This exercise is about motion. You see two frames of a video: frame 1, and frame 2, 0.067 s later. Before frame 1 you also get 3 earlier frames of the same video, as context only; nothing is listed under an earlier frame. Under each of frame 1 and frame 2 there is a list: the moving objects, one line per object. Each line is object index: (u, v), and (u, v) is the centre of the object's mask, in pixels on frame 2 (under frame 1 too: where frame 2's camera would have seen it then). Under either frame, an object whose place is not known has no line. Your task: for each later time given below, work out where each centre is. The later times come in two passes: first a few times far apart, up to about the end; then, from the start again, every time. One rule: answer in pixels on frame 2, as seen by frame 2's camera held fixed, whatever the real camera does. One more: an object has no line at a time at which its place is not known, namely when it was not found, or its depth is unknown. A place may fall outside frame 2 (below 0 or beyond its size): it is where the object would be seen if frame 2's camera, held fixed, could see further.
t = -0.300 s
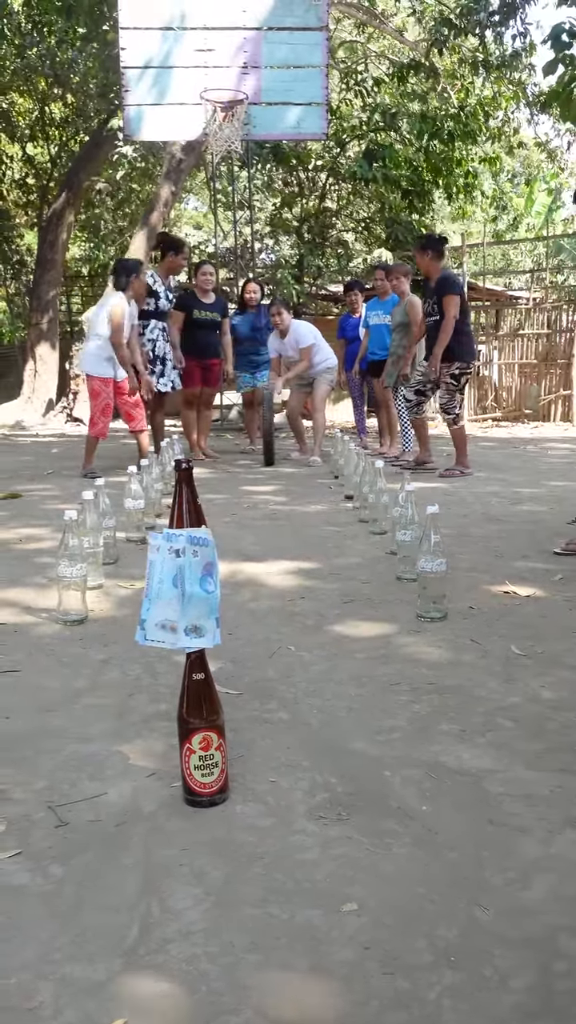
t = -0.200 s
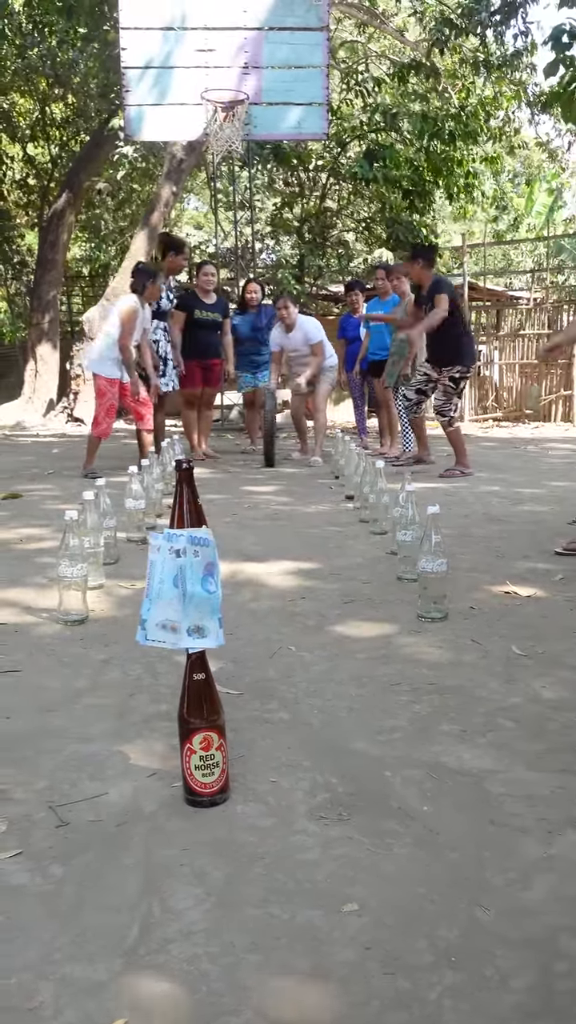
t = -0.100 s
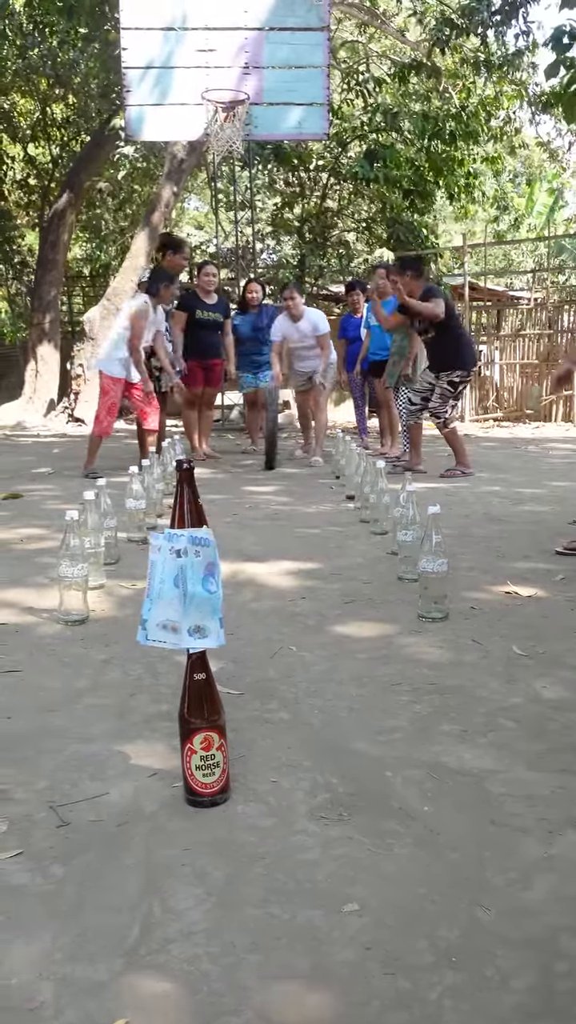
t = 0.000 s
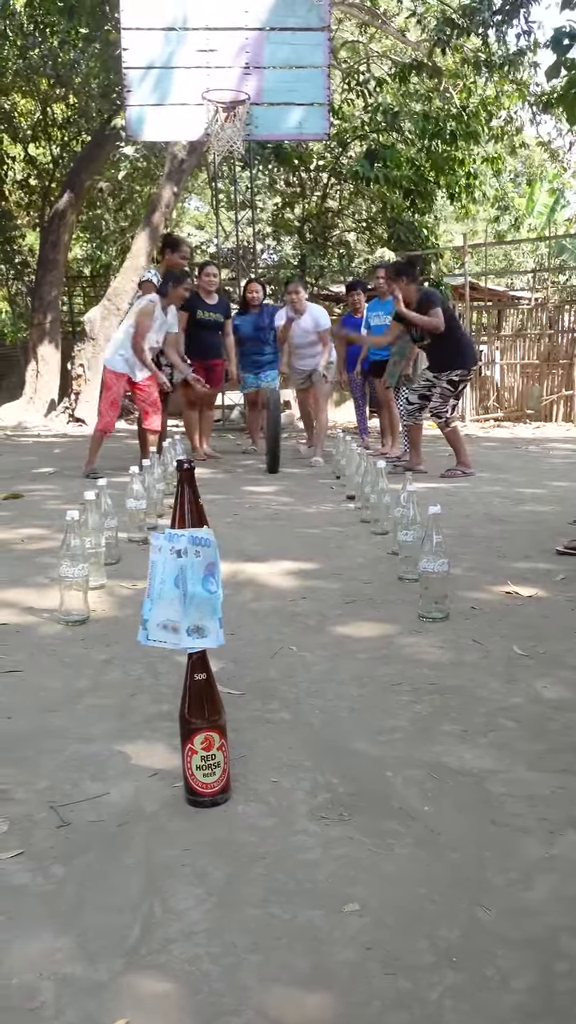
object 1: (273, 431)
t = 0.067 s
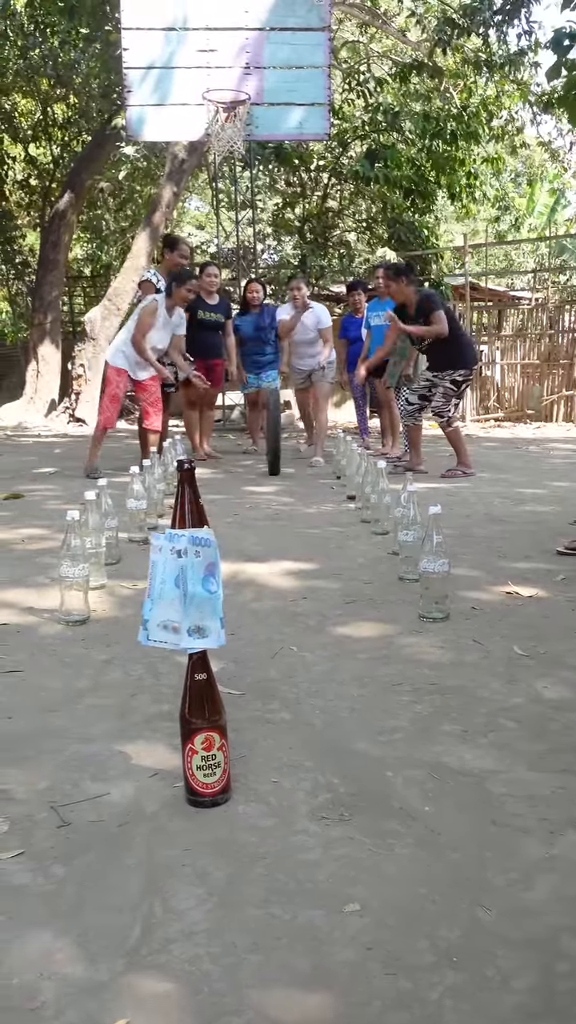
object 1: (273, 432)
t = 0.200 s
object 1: (273, 435)
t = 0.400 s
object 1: (274, 437)
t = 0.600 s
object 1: (274, 443)
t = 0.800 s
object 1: (272, 449)
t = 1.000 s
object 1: (271, 457)
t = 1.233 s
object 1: (267, 468)
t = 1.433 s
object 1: (263, 477)
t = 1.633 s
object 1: (254, 493)
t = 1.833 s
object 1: (247, 511)
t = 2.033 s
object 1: (235, 529)
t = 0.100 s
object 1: (273, 433)
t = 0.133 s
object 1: (273, 433)
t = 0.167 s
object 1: (273, 435)
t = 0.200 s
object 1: (273, 435)
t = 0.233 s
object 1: (273, 434)
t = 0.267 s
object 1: (273, 435)
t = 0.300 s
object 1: (273, 435)
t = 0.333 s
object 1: (274, 436)
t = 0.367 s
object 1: (274, 437)
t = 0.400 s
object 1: (274, 437)
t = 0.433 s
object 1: (274, 440)
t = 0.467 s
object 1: (274, 441)
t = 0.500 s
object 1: (274, 441)
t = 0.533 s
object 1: (274, 441)
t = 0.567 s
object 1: (274, 442)
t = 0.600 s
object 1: (274, 443)
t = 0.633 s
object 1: (273, 444)
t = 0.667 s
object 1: (273, 446)
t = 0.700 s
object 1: (273, 447)
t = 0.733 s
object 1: (273, 448)
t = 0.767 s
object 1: (273, 449)
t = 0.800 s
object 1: (272, 449)
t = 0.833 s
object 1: (272, 450)
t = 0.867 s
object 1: (272, 451)
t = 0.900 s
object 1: (272, 453)
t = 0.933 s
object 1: (272, 455)
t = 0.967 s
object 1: (272, 456)
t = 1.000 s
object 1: (271, 457)
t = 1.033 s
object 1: (270, 458)
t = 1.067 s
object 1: (269, 458)
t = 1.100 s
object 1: (269, 459)
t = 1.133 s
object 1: (268, 464)
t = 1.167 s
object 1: (267, 465)
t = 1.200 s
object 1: (267, 466)
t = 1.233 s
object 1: (267, 468)
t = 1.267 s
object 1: (266, 468)
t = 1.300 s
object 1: (266, 470)
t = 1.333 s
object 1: (266, 472)
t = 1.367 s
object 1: (265, 474)
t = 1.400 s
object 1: (264, 476)
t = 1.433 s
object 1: (263, 477)
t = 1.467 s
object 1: (262, 481)
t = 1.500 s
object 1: (261, 483)
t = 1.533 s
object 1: (259, 484)
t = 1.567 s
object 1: (257, 486)
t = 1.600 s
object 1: (256, 488)
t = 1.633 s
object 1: (254, 493)
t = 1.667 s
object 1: (253, 495)
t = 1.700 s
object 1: (251, 497)
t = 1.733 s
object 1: (251, 499)
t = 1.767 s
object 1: (250, 500)
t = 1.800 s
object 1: (248, 506)
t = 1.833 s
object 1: (247, 511)
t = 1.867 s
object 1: (246, 514)
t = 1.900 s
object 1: (244, 519)
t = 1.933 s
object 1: (242, 522)
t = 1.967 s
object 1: (240, 525)
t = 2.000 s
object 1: (237, 527)
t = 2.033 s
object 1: (235, 529)
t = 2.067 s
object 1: (233, 533)
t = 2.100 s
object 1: (232, 537)
